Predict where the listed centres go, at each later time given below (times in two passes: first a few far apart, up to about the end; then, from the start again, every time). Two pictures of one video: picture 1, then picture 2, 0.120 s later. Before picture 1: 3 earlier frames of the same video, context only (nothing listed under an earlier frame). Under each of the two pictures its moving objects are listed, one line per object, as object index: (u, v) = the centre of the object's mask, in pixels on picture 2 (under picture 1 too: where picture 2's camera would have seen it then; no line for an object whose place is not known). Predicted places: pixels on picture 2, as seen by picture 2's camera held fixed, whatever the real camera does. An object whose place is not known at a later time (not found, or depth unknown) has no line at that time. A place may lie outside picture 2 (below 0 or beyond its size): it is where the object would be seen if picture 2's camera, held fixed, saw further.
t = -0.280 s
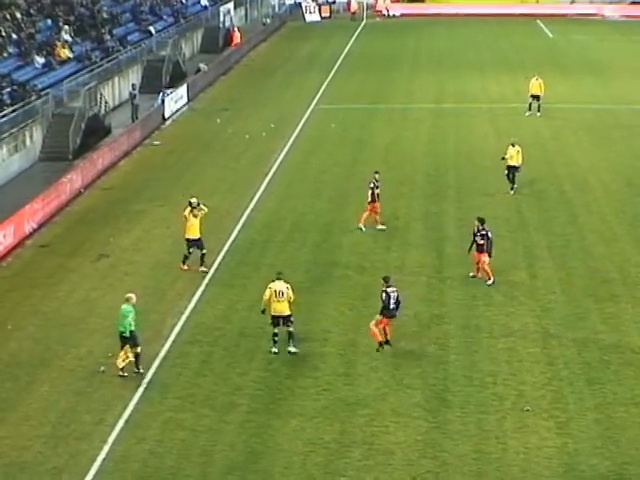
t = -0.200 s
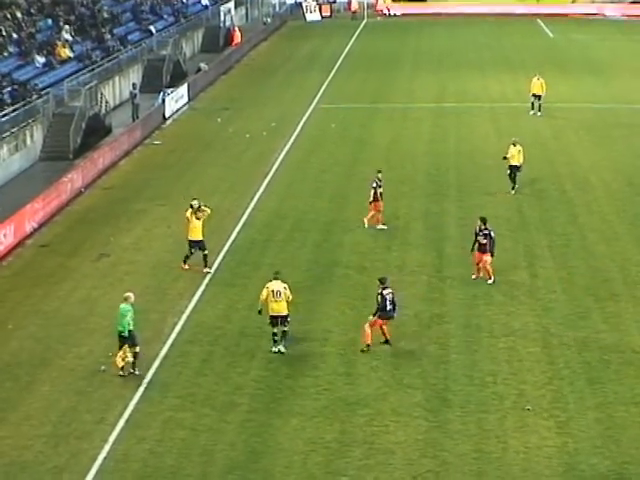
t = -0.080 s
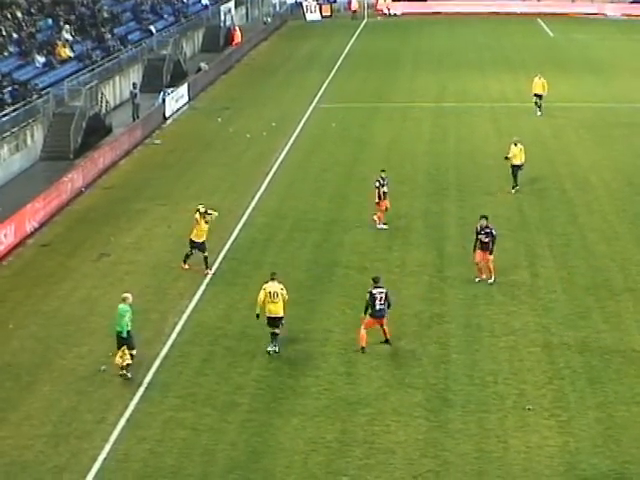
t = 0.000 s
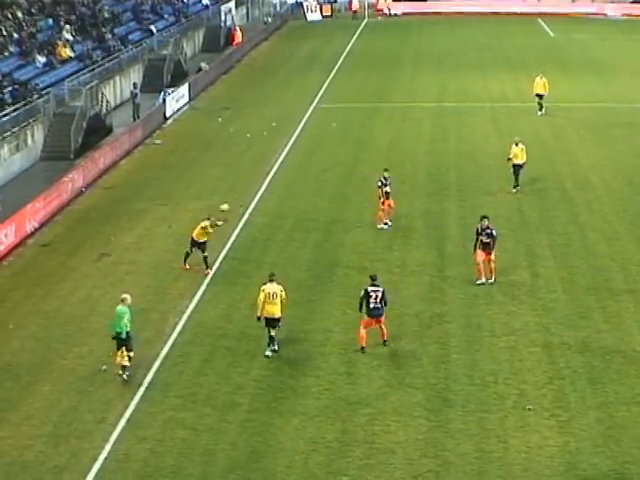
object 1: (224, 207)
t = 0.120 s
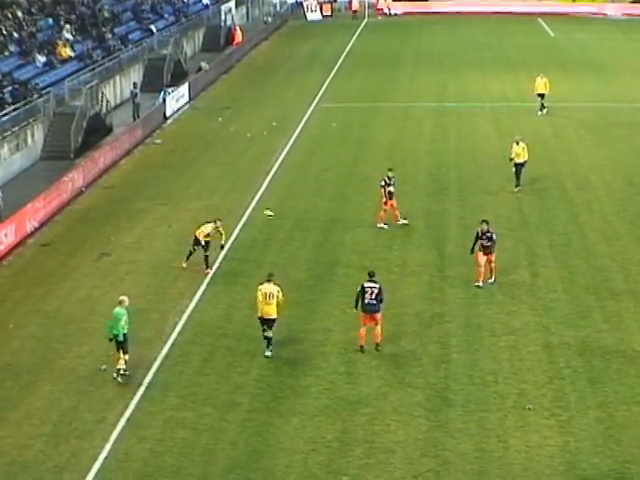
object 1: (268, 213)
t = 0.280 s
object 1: (332, 235)
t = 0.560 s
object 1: (452, 297)
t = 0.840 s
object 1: (566, 326)
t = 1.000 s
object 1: (628, 330)
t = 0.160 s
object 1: (284, 218)
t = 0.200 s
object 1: (299, 223)
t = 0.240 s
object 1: (315, 229)
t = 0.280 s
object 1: (332, 235)
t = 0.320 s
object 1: (349, 241)
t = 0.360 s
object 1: (365, 249)
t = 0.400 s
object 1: (382, 258)
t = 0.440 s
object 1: (399, 266)
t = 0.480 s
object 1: (417, 276)
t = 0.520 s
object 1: (434, 286)
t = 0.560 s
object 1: (452, 297)
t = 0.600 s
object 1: (469, 309)
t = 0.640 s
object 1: (487, 321)
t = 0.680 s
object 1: (505, 335)
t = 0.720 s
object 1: (520, 332)
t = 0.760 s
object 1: (535, 329)
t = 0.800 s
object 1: (550, 326)
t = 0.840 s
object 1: (566, 326)
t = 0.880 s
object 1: (581, 325)
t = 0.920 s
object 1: (596, 326)
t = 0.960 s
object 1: (612, 328)
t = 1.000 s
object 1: (628, 330)
